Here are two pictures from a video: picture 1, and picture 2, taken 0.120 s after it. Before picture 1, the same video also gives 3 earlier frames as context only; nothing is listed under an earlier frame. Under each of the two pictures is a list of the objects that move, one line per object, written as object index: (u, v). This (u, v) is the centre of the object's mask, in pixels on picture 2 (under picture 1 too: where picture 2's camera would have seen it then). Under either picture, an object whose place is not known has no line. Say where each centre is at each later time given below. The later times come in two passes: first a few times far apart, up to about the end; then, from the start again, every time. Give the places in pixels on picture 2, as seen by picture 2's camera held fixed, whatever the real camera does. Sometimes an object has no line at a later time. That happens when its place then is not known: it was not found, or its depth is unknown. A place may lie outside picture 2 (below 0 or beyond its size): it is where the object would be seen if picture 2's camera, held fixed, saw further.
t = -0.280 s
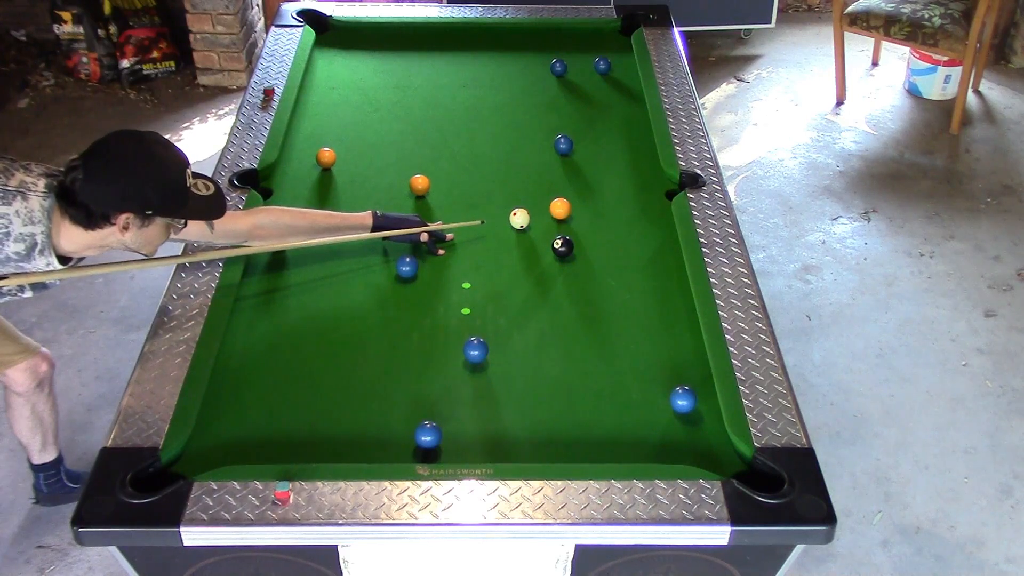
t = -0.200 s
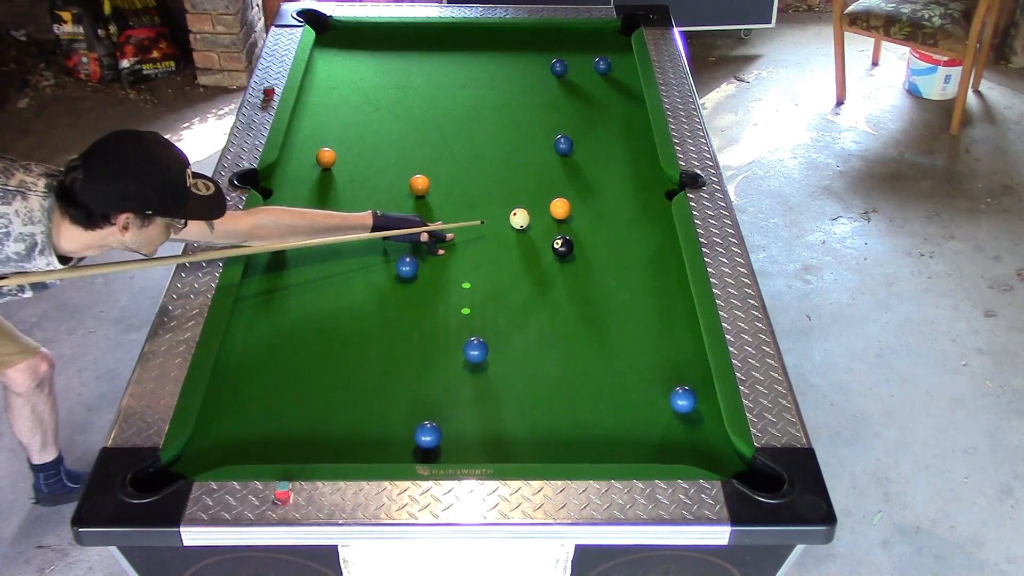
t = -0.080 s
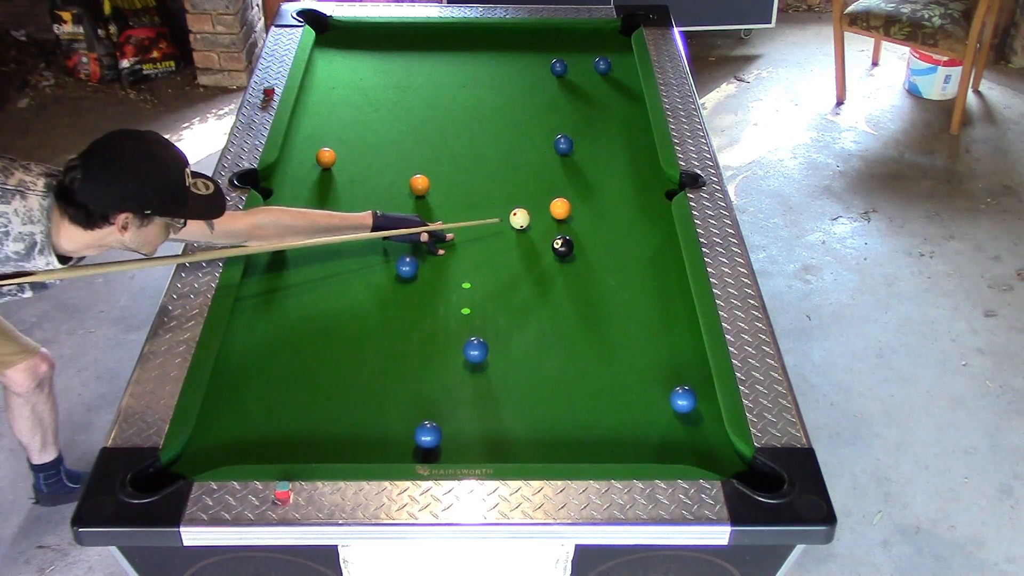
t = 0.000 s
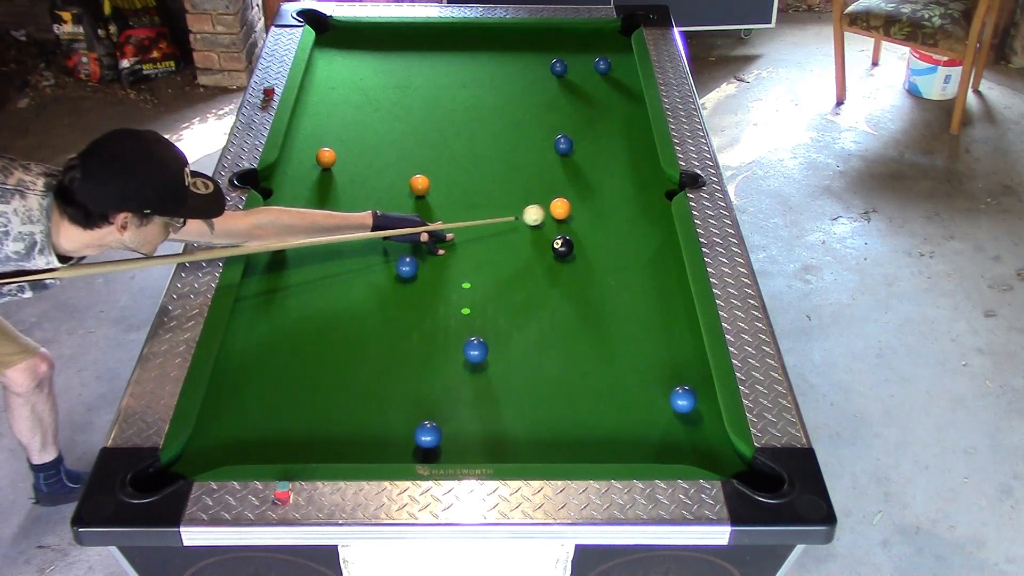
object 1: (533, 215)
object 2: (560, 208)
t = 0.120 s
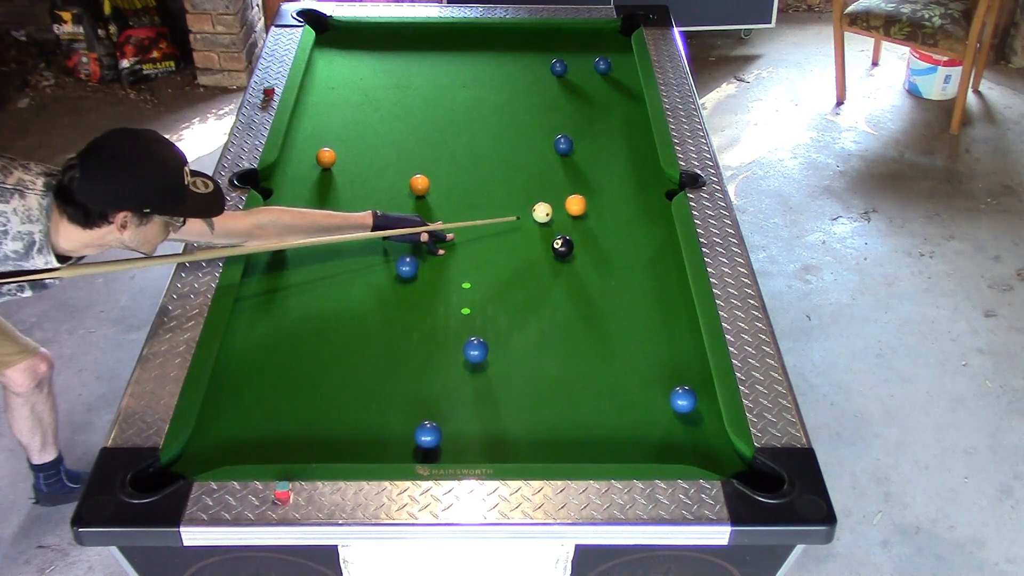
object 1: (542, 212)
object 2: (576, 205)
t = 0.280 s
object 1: (546, 210)
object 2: (597, 200)
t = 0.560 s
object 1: (550, 208)
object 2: (632, 192)
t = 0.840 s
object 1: (549, 208)
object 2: (661, 185)
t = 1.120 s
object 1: (549, 208)
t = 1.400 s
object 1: (549, 208)
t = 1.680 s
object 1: (549, 208)
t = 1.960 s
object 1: (549, 208)
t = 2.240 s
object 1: (549, 208)
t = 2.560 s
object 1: (549, 208)
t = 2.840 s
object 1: (549, 208)
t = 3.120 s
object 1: (549, 208)
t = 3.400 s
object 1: (549, 208)
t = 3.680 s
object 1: (549, 208)
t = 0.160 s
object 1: (543, 212)
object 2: (581, 204)
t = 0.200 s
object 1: (544, 211)
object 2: (586, 202)
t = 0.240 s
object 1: (545, 211)
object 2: (592, 201)
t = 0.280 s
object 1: (546, 210)
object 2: (597, 200)
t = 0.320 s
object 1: (547, 210)
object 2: (602, 199)
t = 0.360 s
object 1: (548, 210)
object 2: (607, 198)
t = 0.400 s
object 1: (548, 209)
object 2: (612, 196)
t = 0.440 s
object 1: (549, 209)
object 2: (617, 195)
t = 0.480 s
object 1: (550, 209)
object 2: (622, 194)
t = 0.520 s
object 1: (550, 208)
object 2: (627, 193)
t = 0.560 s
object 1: (550, 208)
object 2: (632, 192)
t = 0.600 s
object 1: (550, 208)
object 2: (636, 191)
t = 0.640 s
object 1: (550, 208)
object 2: (640, 190)
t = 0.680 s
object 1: (550, 208)
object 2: (645, 189)
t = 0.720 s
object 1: (550, 208)
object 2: (649, 188)
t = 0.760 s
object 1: (550, 208)
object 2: (653, 187)
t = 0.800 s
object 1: (550, 208)
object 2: (657, 186)
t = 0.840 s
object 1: (549, 208)
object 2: (661, 185)
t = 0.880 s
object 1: (549, 208)
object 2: (665, 184)
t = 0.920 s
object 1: (549, 208)
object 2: (668, 184)
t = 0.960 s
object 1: (549, 208)
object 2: (673, 186)
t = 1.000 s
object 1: (549, 208)
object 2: (677, 189)
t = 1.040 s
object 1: (549, 208)
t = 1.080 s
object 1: (549, 208)
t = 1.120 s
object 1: (549, 208)
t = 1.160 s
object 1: (549, 208)
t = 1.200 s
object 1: (549, 208)
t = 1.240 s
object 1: (549, 208)
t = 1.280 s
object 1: (549, 208)
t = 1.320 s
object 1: (549, 208)
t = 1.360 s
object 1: (549, 208)
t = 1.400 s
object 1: (549, 208)
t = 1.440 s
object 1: (549, 208)
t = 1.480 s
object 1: (549, 208)
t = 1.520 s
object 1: (549, 208)
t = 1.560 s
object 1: (549, 208)
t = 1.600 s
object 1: (549, 208)
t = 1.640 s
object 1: (549, 208)
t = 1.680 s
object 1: (549, 208)
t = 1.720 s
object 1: (549, 208)
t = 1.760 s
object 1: (549, 208)
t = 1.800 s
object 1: (549, 208)
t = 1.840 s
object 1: (549, 208)
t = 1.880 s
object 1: (549, 208)
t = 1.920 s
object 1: (549, 208)
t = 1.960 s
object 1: (549, 208)
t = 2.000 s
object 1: (549, 208)
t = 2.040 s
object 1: (549, 208)
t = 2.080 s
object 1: (549, 208)
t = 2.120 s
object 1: (549, 208)
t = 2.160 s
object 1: (549, 208)
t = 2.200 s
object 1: (549, 208)
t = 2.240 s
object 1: (549, 208)
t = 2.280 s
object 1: (549, 208)
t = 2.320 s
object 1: (549, 208)
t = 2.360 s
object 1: (549, 208)
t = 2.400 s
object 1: (549, 208)
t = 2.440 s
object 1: (549, 208)
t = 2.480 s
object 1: (549, 208)
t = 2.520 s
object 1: (549, 208)
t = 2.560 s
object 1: (549, 208)
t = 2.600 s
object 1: (549, 208)
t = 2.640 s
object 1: (549, 208)
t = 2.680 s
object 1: (549, 208)
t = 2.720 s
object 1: (549, 208)
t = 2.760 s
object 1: (549, 208)
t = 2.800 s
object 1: (549, 208)
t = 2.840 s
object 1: (549, 208)
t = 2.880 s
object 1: (549, 208)
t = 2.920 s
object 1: (549, 208)
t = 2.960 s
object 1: (549, 208)
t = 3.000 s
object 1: (549, 208)
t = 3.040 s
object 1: (549, 208)
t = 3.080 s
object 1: (549, 208)
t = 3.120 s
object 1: (549, 208)
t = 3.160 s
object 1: (549, 208)
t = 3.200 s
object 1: (549, 208)
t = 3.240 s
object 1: (549, 208)
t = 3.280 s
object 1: (549, 208)
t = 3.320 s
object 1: (549, 208)
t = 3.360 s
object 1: (549, 208)
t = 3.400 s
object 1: (549, 208)
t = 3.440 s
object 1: (549, 208)
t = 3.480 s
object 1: (549, 208)
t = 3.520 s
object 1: (549, 208)
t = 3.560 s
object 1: (549, 208)
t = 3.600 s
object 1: (549, 208)
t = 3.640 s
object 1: (549, 208)
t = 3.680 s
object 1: (549, 208)
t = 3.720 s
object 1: (549, 208)
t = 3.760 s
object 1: (549, 208)
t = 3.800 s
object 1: (549, 208)
